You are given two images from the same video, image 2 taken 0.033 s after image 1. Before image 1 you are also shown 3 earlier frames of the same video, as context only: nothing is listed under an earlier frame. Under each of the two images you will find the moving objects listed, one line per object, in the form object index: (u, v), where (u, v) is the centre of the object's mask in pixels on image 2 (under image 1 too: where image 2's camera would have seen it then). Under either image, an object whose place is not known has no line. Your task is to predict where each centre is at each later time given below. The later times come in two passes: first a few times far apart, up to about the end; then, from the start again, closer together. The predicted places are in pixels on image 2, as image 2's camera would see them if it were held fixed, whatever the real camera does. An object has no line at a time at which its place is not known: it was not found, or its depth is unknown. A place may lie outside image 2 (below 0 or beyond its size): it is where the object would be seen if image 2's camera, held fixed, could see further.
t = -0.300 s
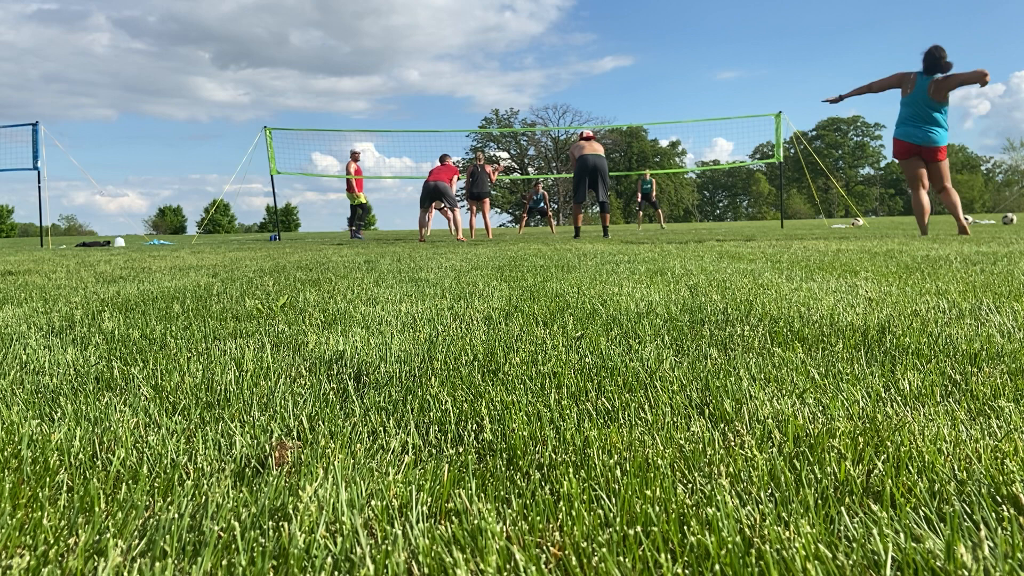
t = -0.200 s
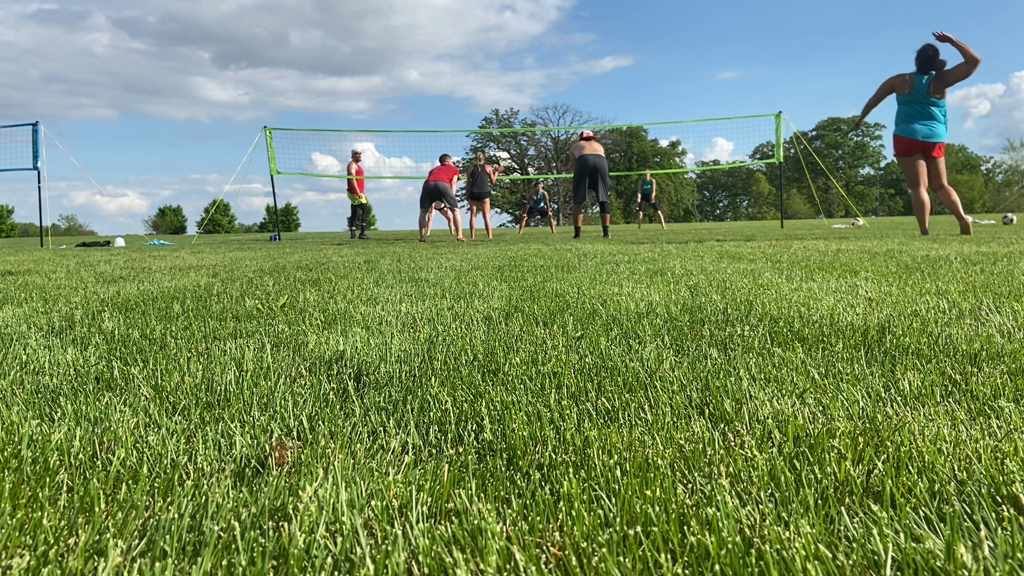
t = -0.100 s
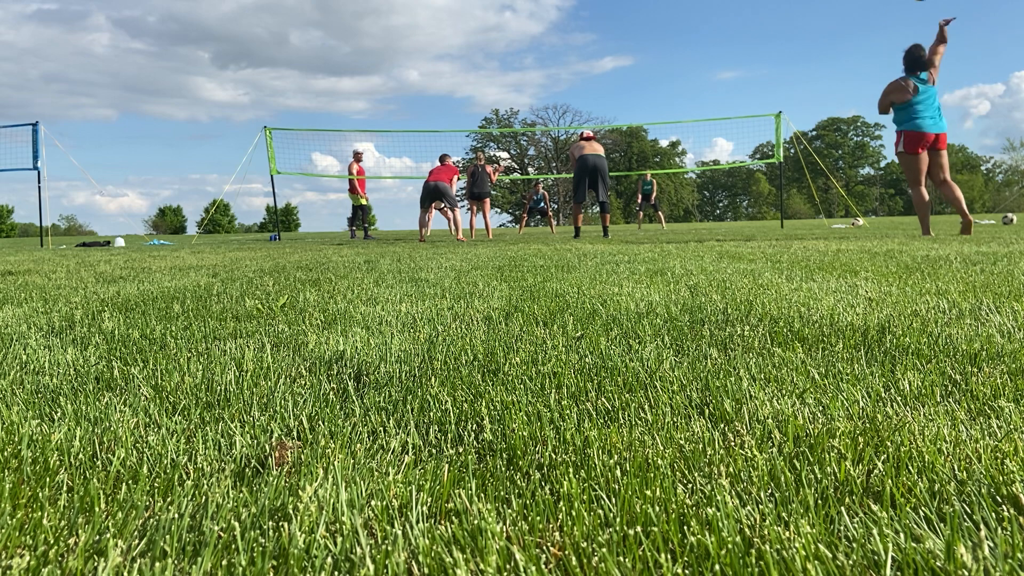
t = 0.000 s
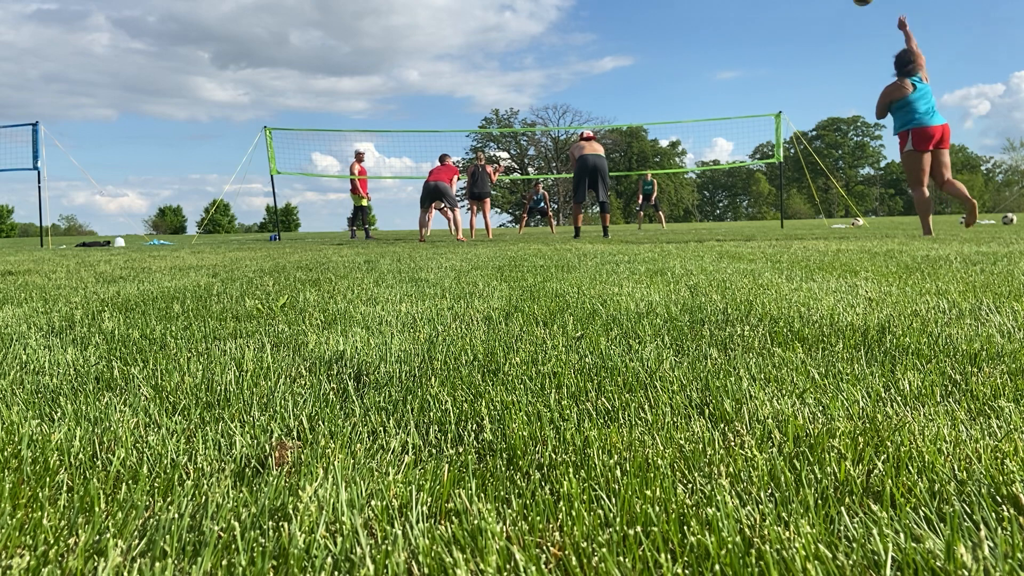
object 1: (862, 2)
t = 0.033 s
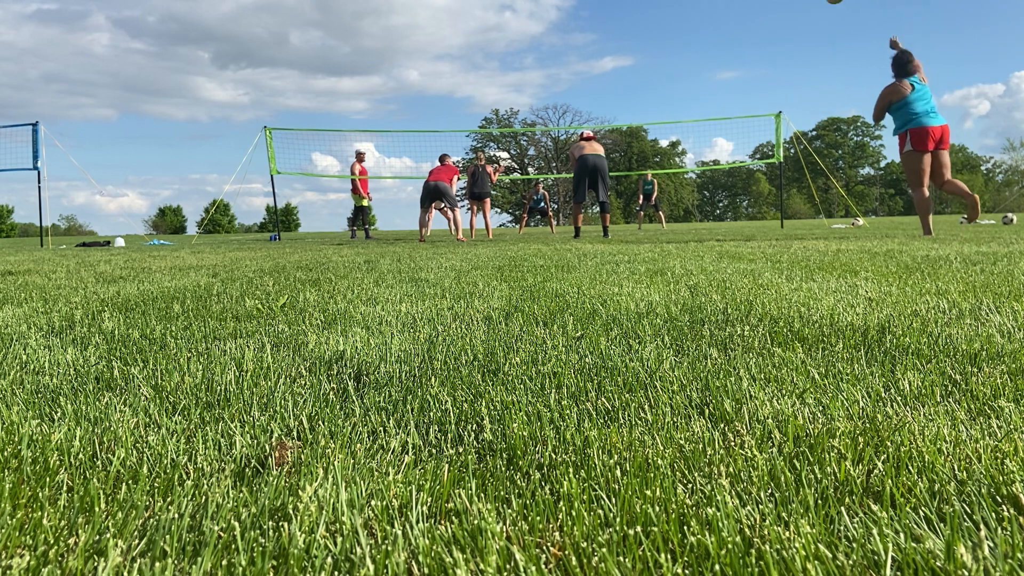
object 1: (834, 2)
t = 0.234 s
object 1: (712, 4)
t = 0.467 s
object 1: (627, 30)
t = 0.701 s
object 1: (574, 73)
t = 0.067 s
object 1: (809, 1)
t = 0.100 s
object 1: (785, 1)
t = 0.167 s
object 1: (745, 2)
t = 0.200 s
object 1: (728, 3)
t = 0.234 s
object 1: (712, 4)
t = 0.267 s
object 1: (697, 5)
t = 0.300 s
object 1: (683, 8)
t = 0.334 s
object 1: (670, 12)
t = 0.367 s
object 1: (658, 16)
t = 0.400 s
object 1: (648, 21)
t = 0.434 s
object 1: (637, 25)
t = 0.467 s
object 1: (627, 30)
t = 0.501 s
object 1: (619, 36)
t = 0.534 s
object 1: (610, 41)
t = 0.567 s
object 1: (603, 47)
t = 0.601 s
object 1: (595, 53)
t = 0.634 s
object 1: (588, 60)
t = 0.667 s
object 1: (581, 67)
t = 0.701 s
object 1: (574, 73)
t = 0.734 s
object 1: (568, 81)
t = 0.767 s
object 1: (563, 89)
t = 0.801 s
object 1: (557, 97)
